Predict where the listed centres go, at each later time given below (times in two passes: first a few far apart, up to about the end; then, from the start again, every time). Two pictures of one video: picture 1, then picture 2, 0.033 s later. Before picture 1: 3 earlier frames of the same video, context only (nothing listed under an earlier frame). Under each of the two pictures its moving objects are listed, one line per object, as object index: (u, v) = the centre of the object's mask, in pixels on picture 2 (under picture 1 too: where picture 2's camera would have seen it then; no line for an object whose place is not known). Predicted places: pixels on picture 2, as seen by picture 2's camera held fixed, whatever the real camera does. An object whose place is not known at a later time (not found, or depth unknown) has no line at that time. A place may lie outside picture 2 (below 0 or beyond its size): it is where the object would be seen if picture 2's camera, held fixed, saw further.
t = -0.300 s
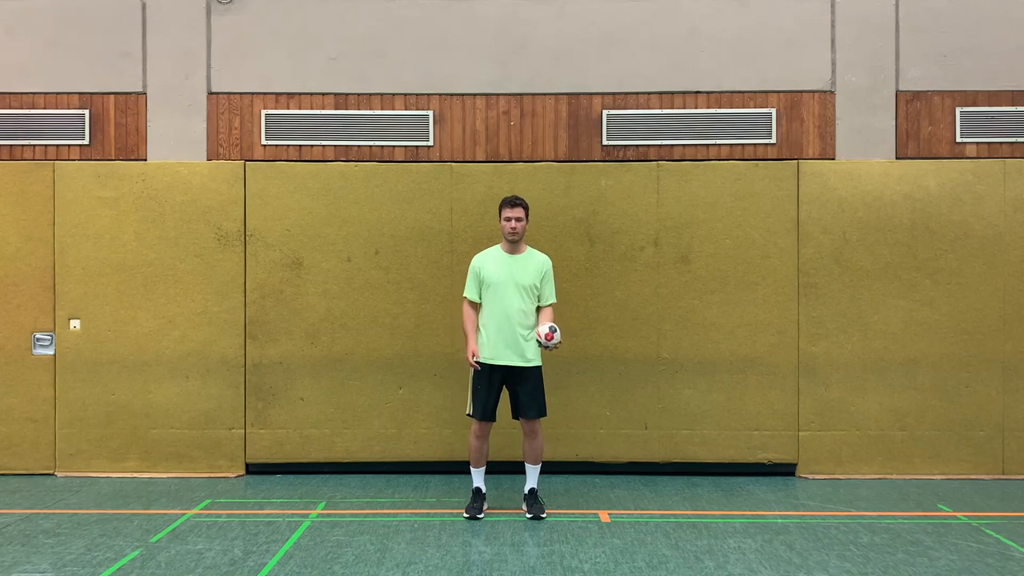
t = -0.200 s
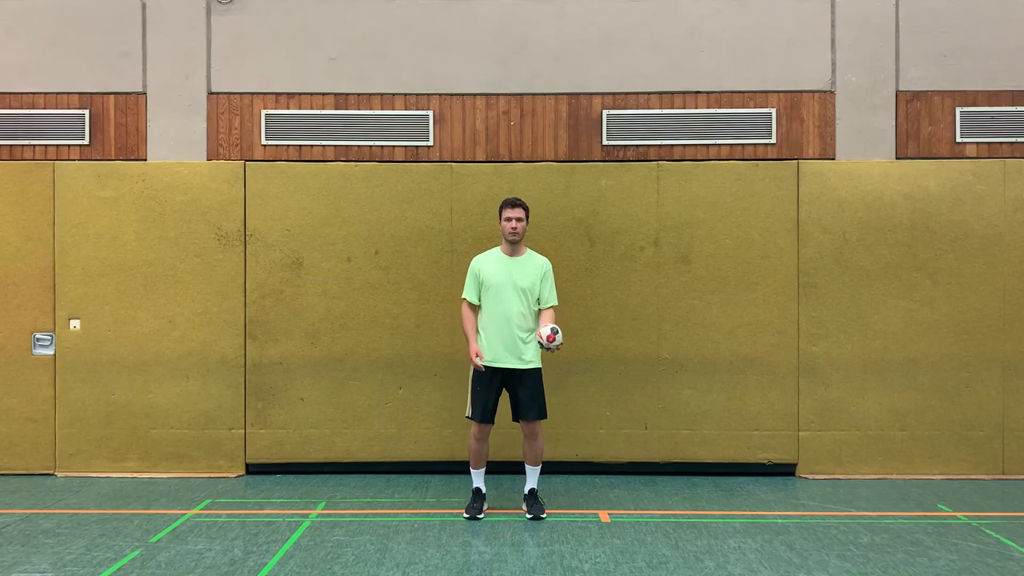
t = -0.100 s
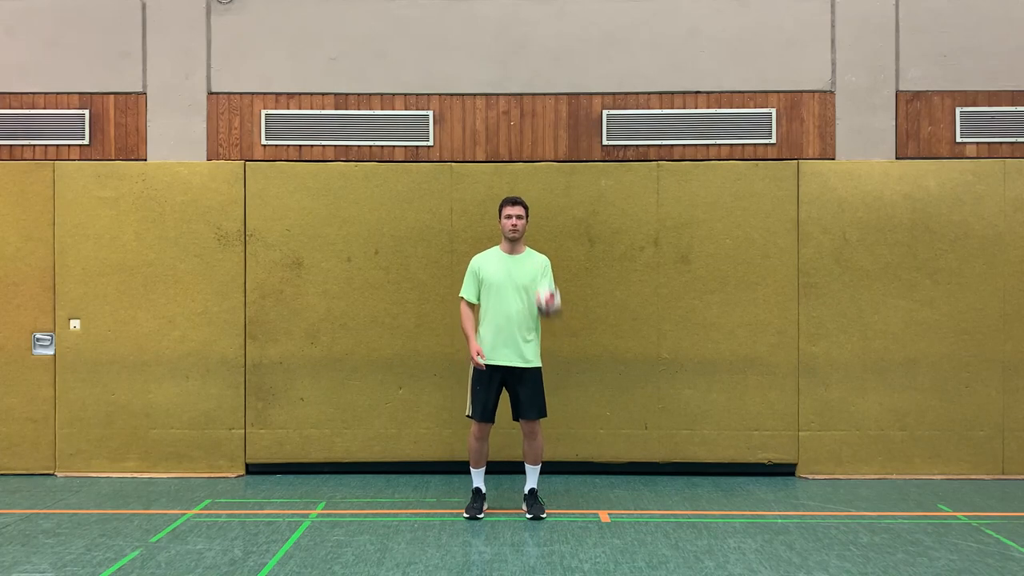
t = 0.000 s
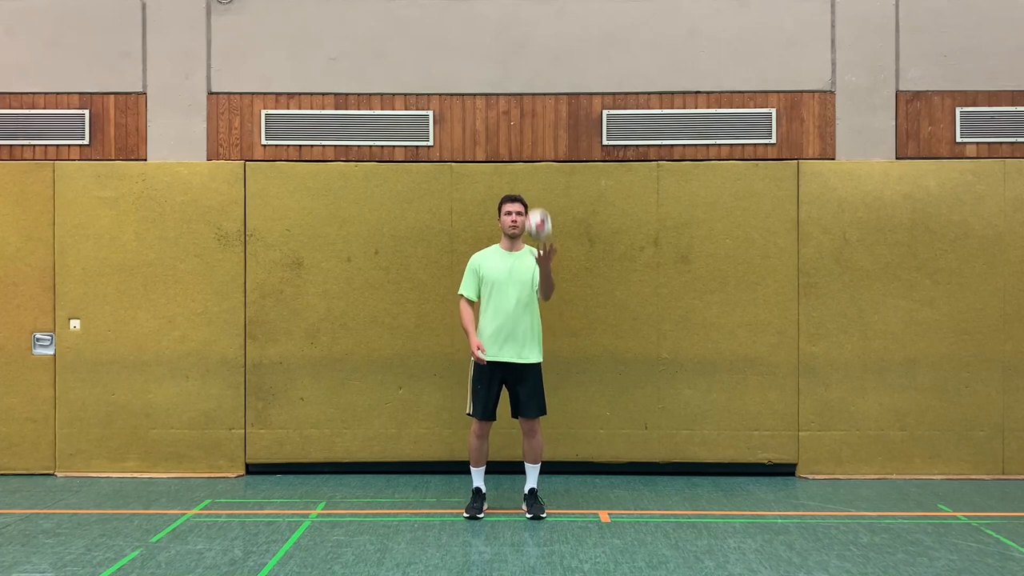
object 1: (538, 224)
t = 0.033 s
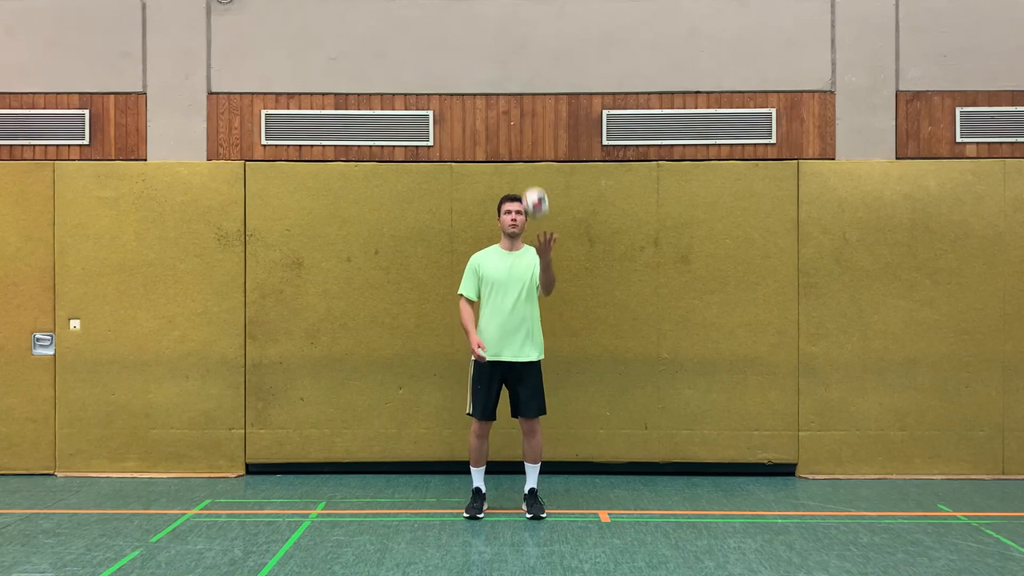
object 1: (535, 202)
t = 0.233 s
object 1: (517, 113)
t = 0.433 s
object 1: (499, 94)
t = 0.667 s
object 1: (478, 156)
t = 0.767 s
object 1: (470, 211)
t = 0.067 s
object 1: (532, 182)
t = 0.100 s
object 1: (529, 164)
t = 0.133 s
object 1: (526, 148)
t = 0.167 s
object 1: (522, 134)
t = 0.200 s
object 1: (520, 123)
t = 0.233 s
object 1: (517, 113)
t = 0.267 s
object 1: (513, 105)
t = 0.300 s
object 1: (510, 98)
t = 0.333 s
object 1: (507, 95)
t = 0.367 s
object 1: (504, 93)
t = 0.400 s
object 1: (501, 92)
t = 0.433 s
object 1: (499, 94)
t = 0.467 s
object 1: (496, 97)
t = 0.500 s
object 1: (493, 103)
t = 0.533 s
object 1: (490, 109)
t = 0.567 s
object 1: (486, 118)
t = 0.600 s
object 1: (484, 129)
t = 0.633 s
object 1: (481, 141)
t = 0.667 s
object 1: (478, 156)
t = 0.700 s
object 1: (475, 172)
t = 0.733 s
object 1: (472, 190)
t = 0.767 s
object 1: (470, 211)
